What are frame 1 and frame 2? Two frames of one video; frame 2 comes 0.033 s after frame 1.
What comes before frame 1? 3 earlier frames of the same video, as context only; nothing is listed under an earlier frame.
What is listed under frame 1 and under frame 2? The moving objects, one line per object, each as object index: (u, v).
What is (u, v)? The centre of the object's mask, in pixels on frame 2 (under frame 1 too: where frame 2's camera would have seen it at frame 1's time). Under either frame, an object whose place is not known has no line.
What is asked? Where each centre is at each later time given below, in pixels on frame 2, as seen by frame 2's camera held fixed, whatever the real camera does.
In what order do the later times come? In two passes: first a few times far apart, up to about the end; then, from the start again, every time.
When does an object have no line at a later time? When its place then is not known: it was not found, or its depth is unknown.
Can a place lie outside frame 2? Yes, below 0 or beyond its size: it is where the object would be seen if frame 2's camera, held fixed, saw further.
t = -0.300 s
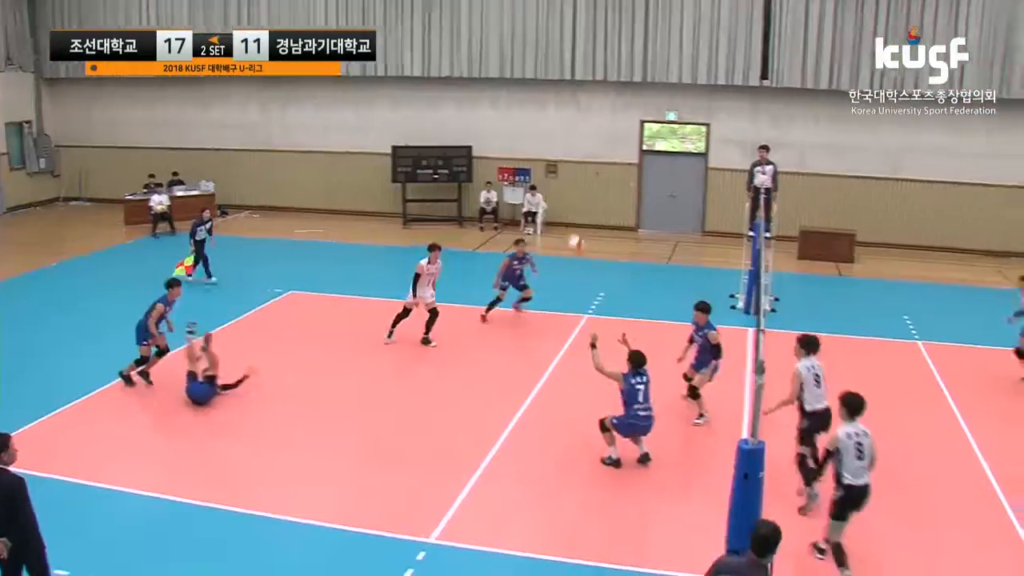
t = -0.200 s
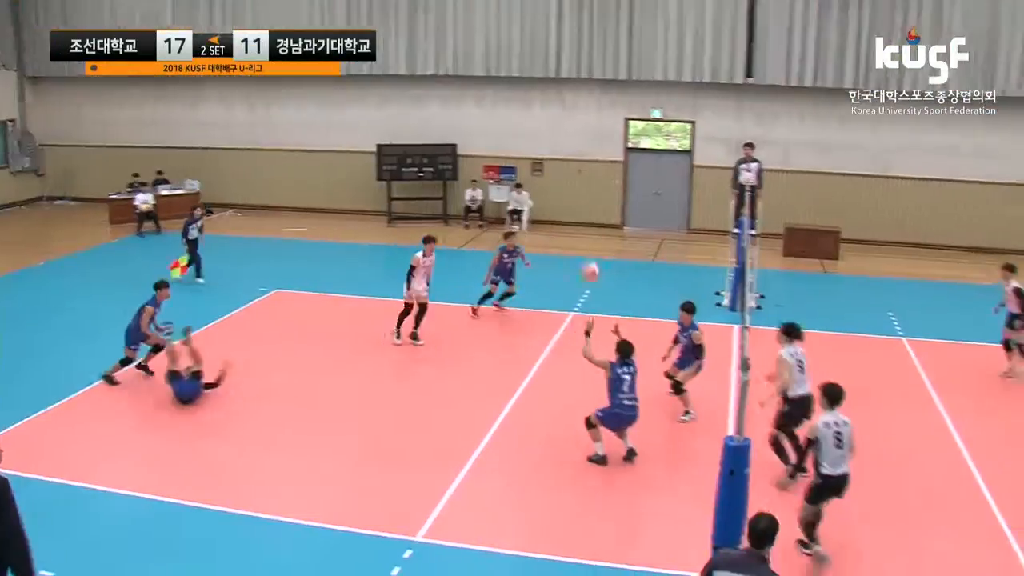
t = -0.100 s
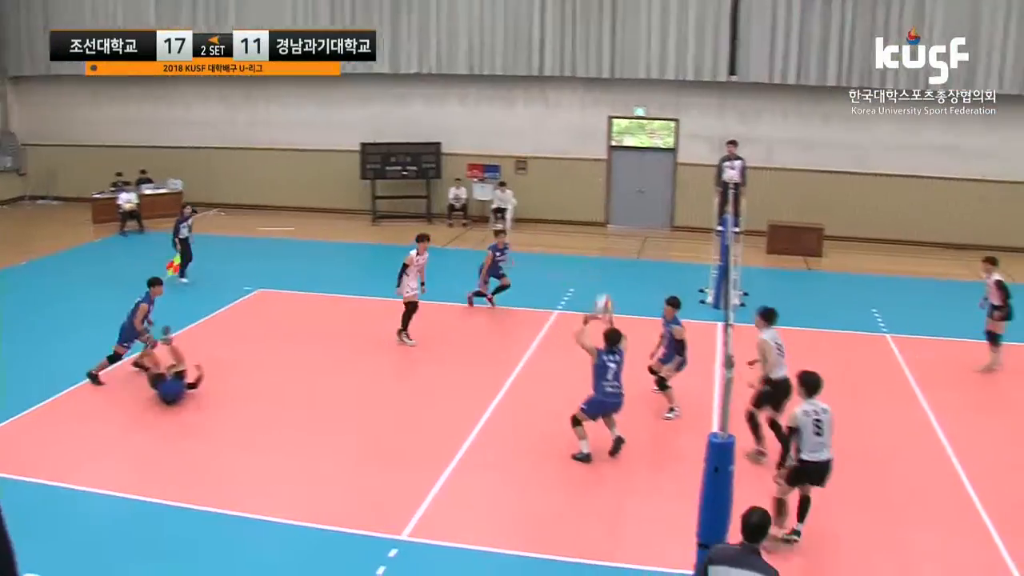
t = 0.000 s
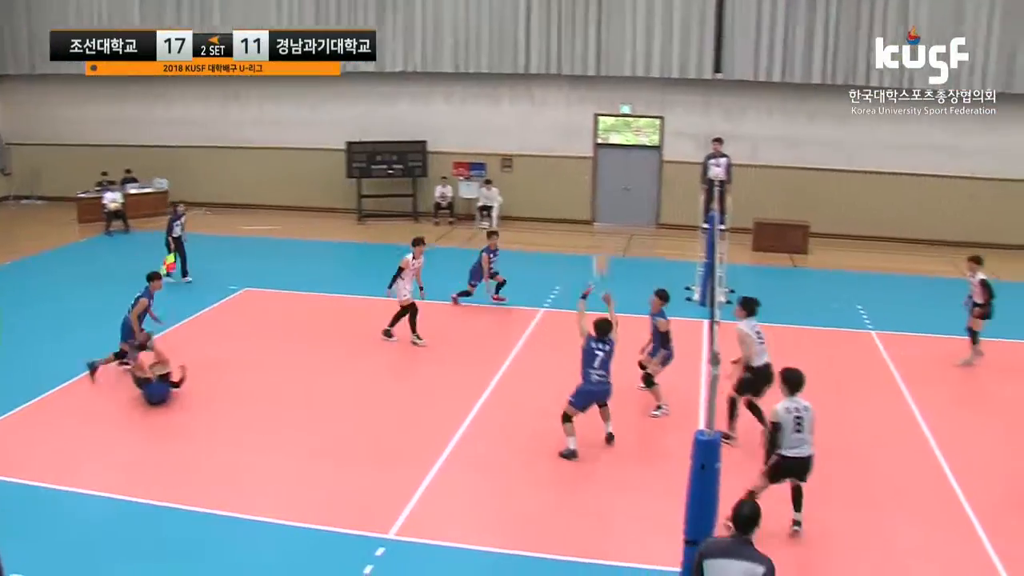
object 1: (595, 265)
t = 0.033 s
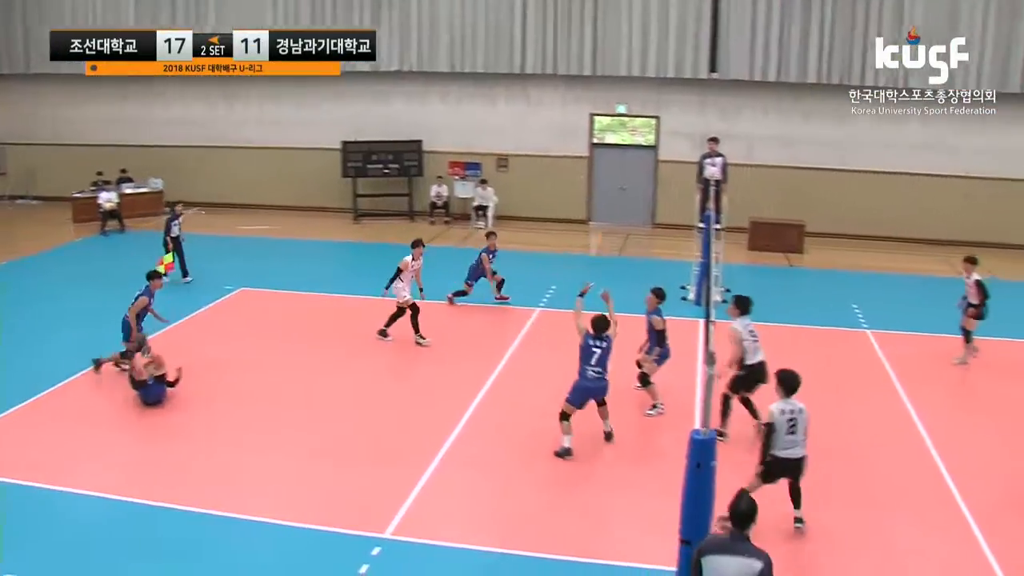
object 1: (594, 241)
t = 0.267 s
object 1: (610, 136)
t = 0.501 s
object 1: (622, 83)
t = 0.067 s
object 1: (599, 219)
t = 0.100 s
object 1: (602, 204)
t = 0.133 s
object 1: (605, 187)
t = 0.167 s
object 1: (607, 170)
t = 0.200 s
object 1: (609, 158)
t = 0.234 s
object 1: (610, 144)
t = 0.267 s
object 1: (610, 136)
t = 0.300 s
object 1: (613, 123)
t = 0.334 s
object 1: (616, 112)
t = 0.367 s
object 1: (618, 105)
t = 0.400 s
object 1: (617, 97)
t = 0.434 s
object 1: (618, 91)
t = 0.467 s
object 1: (620, 86)
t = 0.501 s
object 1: (622, 83)
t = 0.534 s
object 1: (623, 79)
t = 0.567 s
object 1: (624, 75)
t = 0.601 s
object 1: (624, 73)
